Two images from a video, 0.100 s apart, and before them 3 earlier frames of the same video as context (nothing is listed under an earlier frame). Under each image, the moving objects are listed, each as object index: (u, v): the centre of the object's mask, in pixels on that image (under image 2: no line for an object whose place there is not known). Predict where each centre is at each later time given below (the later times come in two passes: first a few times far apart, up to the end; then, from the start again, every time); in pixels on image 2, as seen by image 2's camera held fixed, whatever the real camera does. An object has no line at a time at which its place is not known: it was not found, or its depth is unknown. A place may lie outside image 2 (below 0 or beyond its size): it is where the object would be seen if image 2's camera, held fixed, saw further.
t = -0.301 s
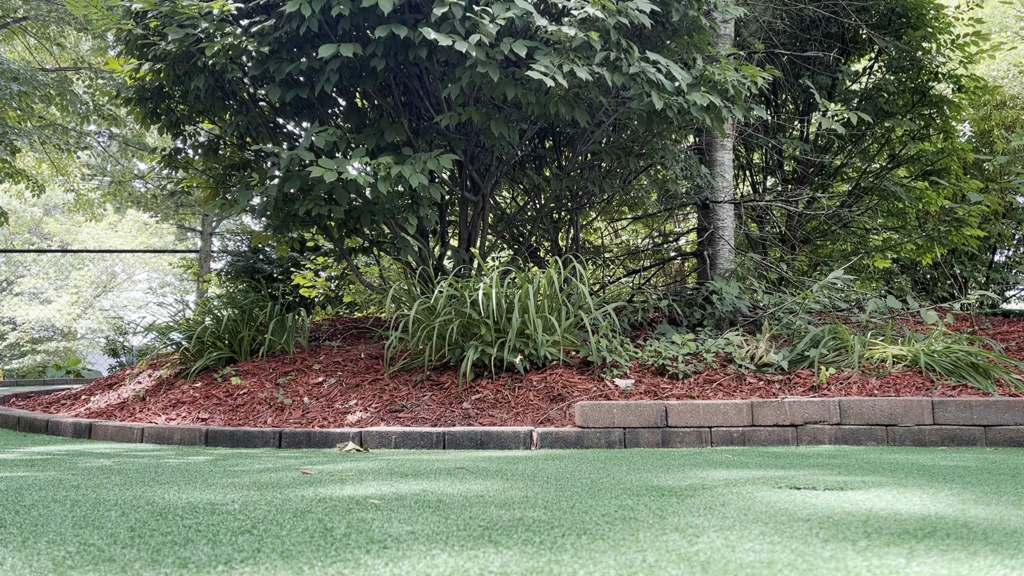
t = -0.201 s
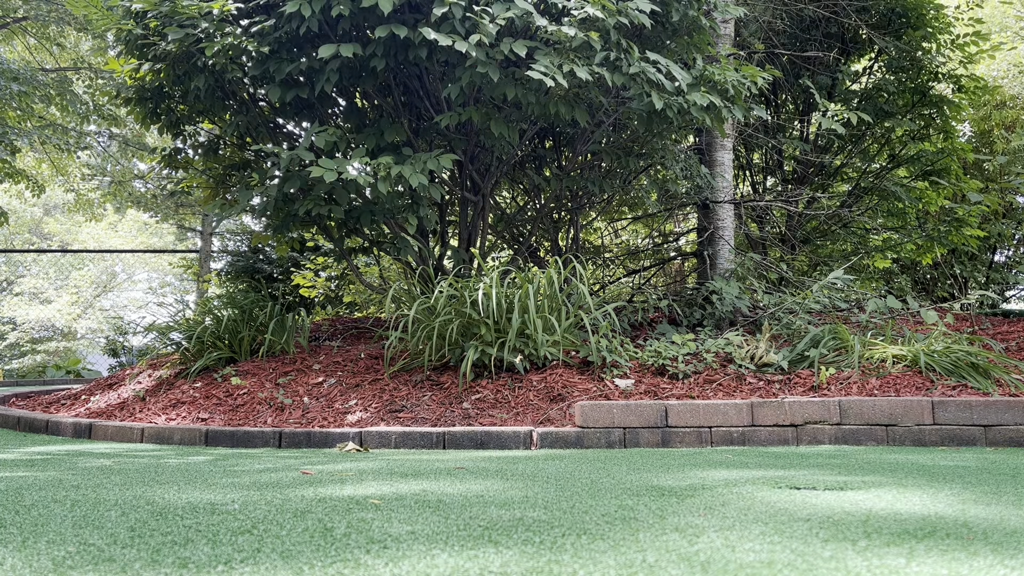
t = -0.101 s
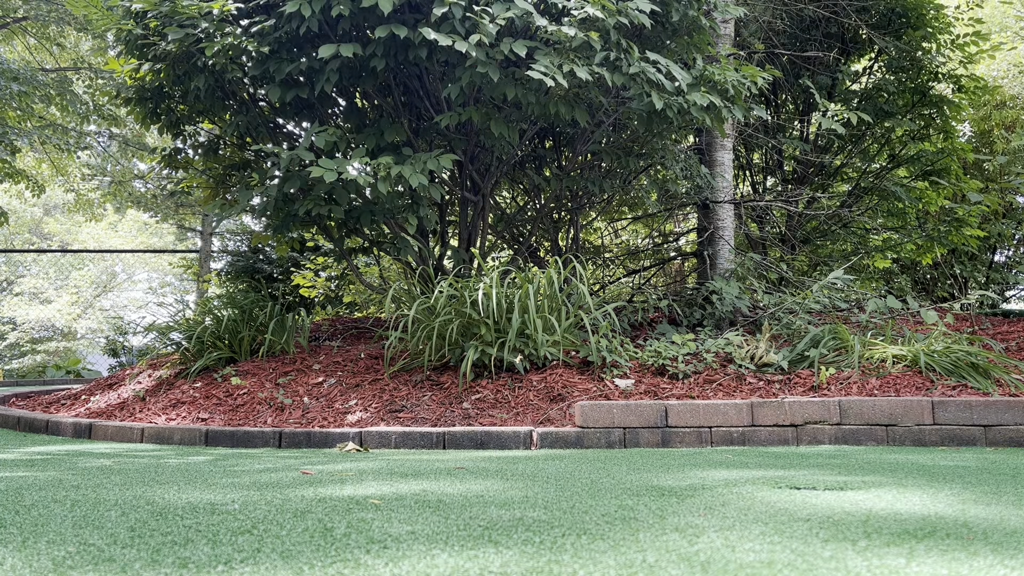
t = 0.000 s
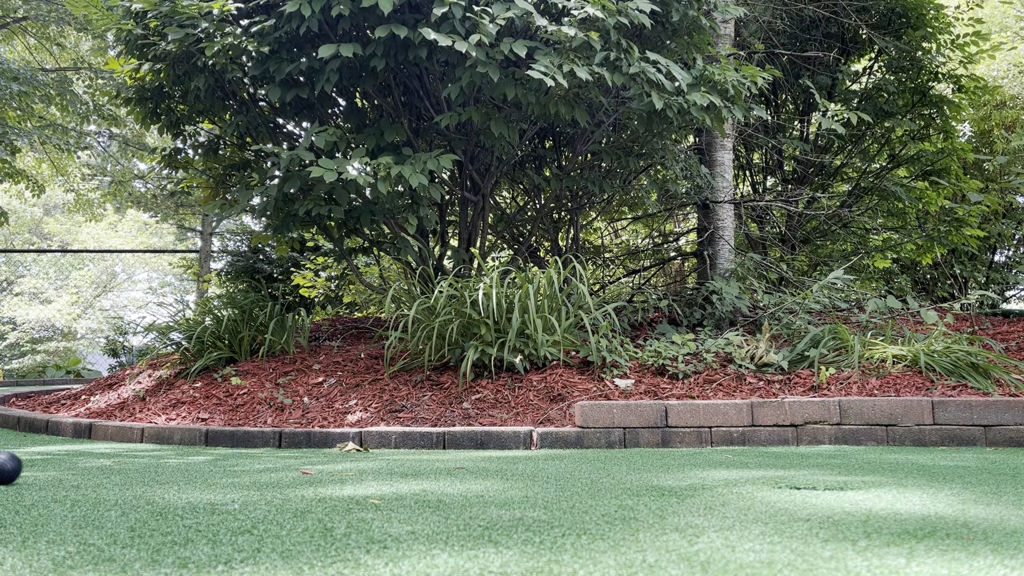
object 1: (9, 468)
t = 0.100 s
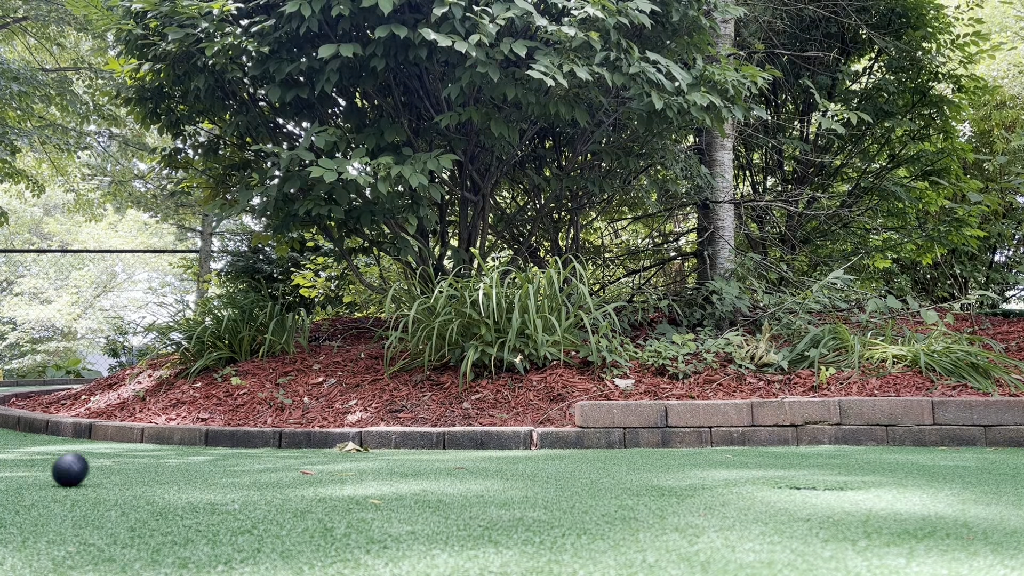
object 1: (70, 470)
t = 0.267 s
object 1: (178, 471)
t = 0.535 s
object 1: (337, 473)
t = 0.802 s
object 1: (482, 475)
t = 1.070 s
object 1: (609, 478)
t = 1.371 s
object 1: (728, 480)
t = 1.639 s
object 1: (808, 483)
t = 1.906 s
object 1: (858, 484)
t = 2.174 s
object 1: (875, 485)
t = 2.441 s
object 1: (876, 485)
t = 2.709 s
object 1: (876, 485)
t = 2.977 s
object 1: (876, 485)
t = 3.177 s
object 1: (876, 485)
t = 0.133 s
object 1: (92, 469)
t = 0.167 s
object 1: (114, 470)
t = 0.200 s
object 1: (136, 471)
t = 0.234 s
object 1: (157, 470)
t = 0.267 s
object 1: (178, 471)
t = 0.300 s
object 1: (198, 471)
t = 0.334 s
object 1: (219, 471)
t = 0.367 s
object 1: (239, 473)
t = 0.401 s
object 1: (259, 472)
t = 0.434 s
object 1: (279, 473)
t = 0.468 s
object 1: (298, 473)
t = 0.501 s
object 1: (318, 473)
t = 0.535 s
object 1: (337, 473)
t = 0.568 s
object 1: (356, 473)
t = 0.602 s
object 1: (375, 473)
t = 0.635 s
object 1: (394, 473)
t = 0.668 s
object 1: (412, 473)
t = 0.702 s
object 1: (430, 474)
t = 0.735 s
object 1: (448, 475)
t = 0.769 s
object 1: (465, 474)
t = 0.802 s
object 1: (482, 475)
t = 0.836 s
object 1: (499, 475)
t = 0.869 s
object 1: (515, 476)
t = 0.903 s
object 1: (531, 476)
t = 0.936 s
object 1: (547, 476)
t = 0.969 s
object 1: (563, 477)
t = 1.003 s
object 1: (579, 478)
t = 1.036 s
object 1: (594, 478)
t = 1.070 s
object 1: (609, 478)
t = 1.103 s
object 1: (624, 479)
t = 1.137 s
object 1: (638, 479)
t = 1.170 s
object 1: (653, 479)
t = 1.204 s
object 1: (666, 479)
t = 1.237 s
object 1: (680, 480)
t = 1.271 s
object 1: (693, 480)
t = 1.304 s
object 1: (705, 480)
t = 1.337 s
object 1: (716, 480)
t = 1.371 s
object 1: (728, 480)
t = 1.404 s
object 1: (738, 480)
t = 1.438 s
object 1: (749, 481)
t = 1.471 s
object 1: (760, 482)
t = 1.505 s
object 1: (770, 482)
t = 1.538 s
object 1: (780, 483)
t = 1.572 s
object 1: (790, 483)
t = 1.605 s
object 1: (798, 483)
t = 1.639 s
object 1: (808, 483)
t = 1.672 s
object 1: (816, 483)
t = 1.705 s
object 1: (824, 483)
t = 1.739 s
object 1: (831, 483)
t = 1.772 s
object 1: (838, 483)
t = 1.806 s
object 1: (844, 483)
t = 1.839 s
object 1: (849, 483)
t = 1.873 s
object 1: (854, 483)
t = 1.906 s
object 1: (858, 484)
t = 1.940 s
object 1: (862, 484)
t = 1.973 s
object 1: (864, 484)
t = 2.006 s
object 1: (866, 484)
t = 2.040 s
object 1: (868, 484)
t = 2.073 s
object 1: (870, 485)
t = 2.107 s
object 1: (871, 485)
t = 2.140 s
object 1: (873, 485)
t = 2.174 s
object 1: (875, 485)
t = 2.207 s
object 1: (877, 485)
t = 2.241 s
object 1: (878, 485)
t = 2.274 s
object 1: (878, 485)
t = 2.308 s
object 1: (877, 485)
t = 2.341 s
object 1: (876, 485)
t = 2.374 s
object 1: (876, 485)
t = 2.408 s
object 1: (876, 485)
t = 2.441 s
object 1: (876, 485)
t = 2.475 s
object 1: (876, 485)
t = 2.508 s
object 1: (876, 485)
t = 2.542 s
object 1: (876, 485)
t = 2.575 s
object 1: (876, 485)
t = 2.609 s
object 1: (876, 485)
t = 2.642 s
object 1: (876, 485)
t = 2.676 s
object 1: (876, 485)
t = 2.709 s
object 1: (876, 485)
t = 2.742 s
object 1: (876, 485)
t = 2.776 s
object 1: (876, 485)
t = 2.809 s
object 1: (876, 485)
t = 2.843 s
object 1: (876, 485)
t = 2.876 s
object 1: (876, 485)
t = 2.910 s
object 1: (876, 485)
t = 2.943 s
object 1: (876, 485)
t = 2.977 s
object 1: (876, 485)
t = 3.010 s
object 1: (876, 485)
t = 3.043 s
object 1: (876, 485)
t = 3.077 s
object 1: (876, 485)
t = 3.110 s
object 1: (876, 485)
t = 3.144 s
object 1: (876, 485)
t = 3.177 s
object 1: (876, 485)
